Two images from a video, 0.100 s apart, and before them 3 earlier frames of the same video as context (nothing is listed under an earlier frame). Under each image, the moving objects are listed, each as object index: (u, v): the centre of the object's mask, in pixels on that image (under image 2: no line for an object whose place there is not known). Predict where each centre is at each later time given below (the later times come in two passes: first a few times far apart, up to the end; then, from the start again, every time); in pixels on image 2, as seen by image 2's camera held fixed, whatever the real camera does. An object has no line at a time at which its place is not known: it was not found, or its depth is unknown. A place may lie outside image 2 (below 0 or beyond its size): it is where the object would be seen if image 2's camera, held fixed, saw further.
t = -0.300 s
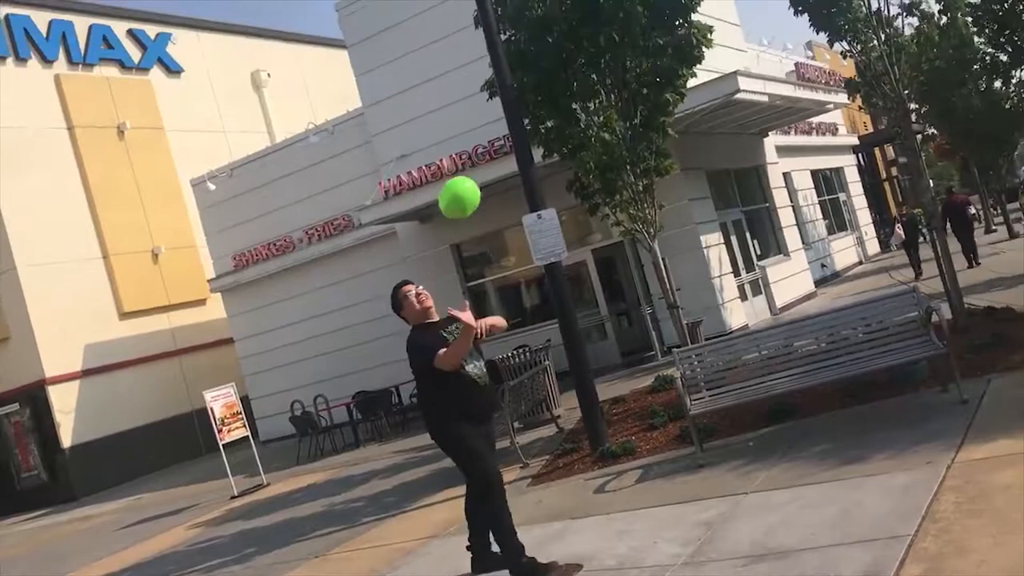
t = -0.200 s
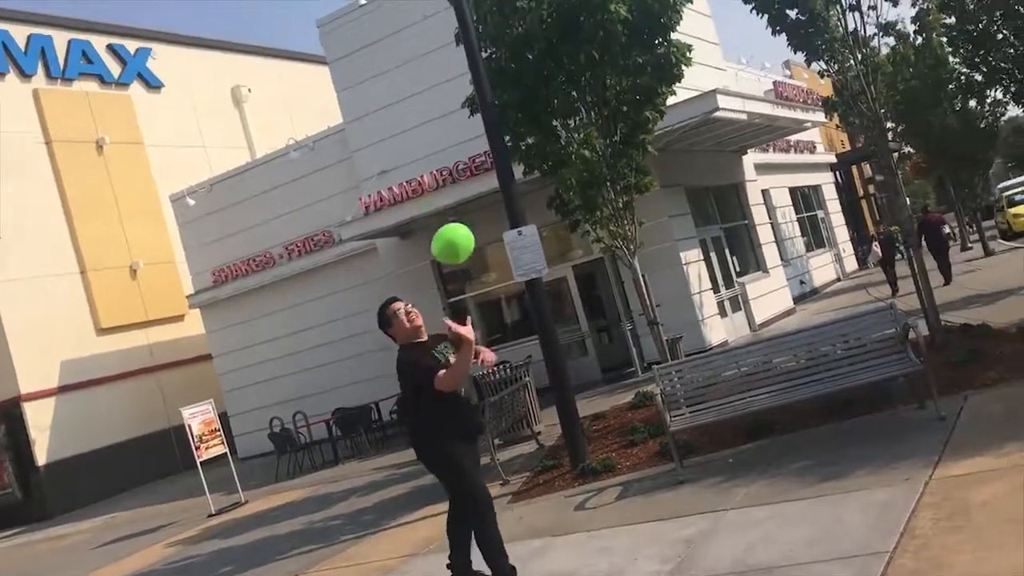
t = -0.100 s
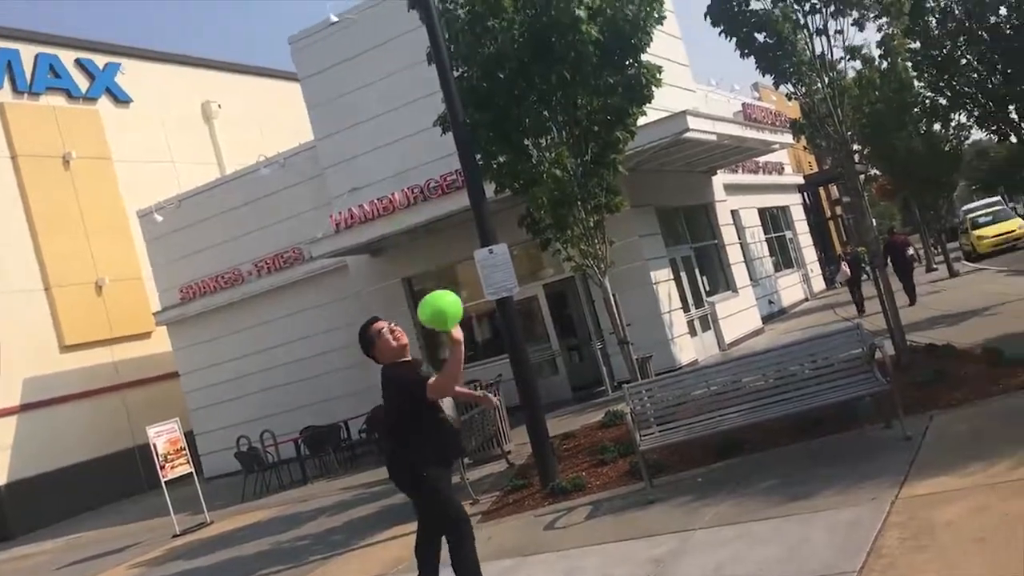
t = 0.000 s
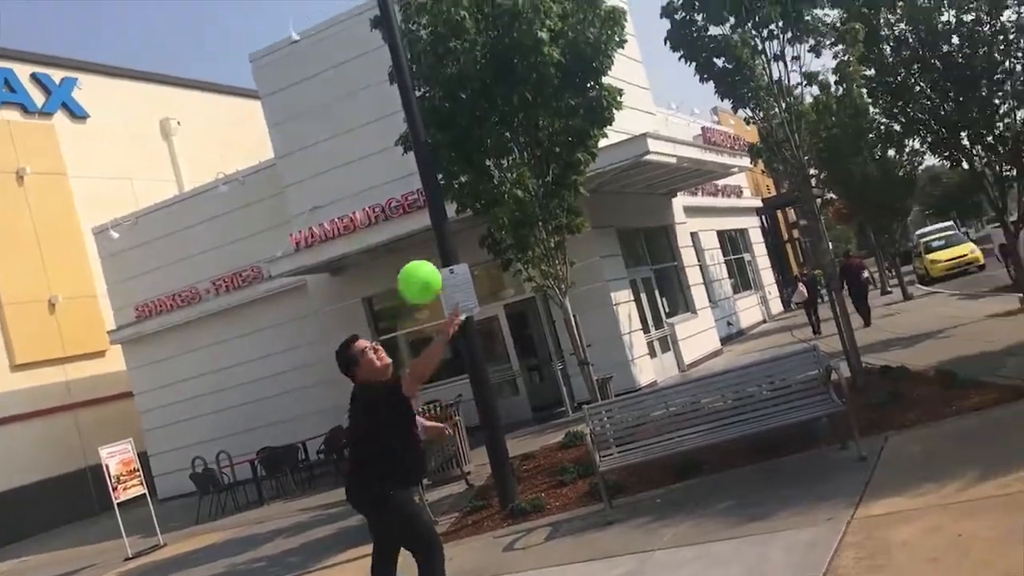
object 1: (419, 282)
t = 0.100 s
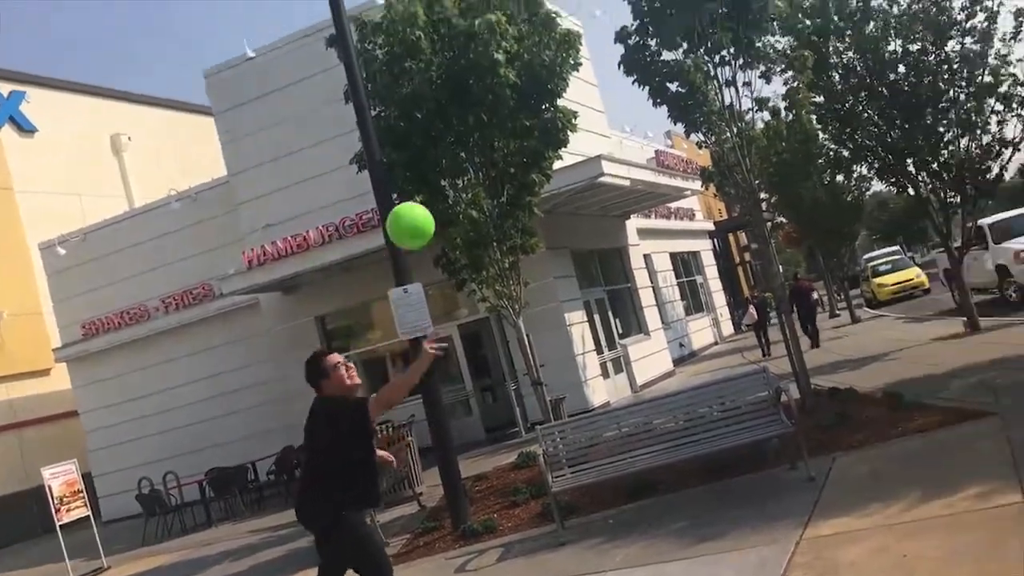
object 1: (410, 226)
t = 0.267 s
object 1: (499, 130)
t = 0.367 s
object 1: (572, 99)
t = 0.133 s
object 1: (425, 203)
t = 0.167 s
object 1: (441, 181)
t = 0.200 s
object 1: (458, 162)
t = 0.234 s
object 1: (478, 145)
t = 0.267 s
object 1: (499, 130)
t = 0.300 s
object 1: (521, 117)
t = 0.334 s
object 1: (546, 107)
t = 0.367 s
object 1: (572, 99)
